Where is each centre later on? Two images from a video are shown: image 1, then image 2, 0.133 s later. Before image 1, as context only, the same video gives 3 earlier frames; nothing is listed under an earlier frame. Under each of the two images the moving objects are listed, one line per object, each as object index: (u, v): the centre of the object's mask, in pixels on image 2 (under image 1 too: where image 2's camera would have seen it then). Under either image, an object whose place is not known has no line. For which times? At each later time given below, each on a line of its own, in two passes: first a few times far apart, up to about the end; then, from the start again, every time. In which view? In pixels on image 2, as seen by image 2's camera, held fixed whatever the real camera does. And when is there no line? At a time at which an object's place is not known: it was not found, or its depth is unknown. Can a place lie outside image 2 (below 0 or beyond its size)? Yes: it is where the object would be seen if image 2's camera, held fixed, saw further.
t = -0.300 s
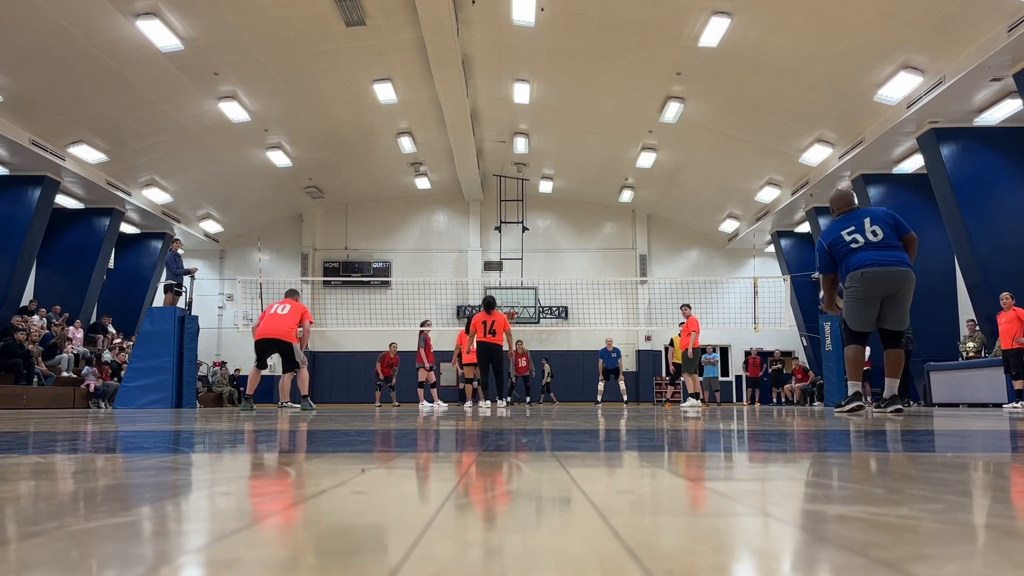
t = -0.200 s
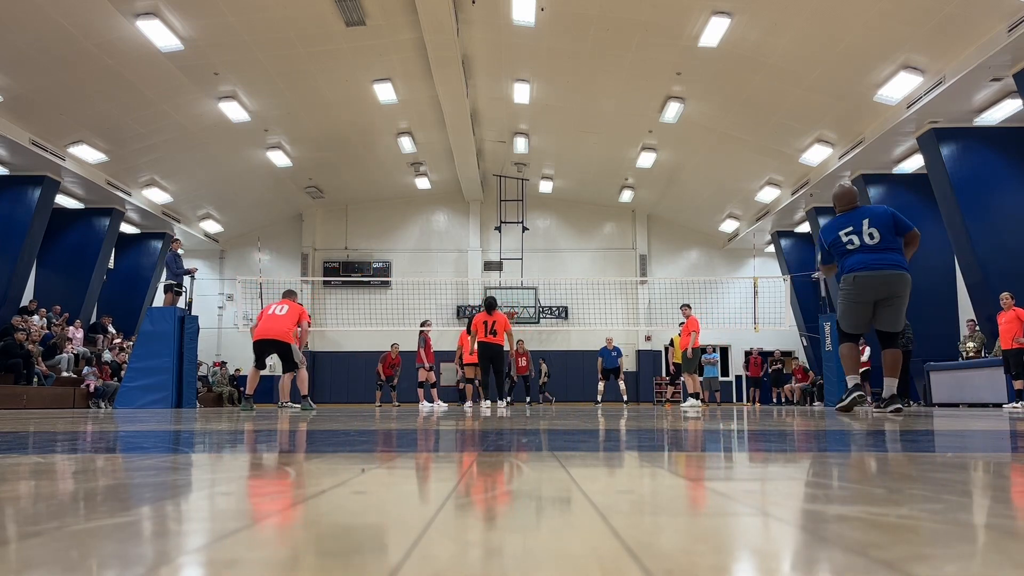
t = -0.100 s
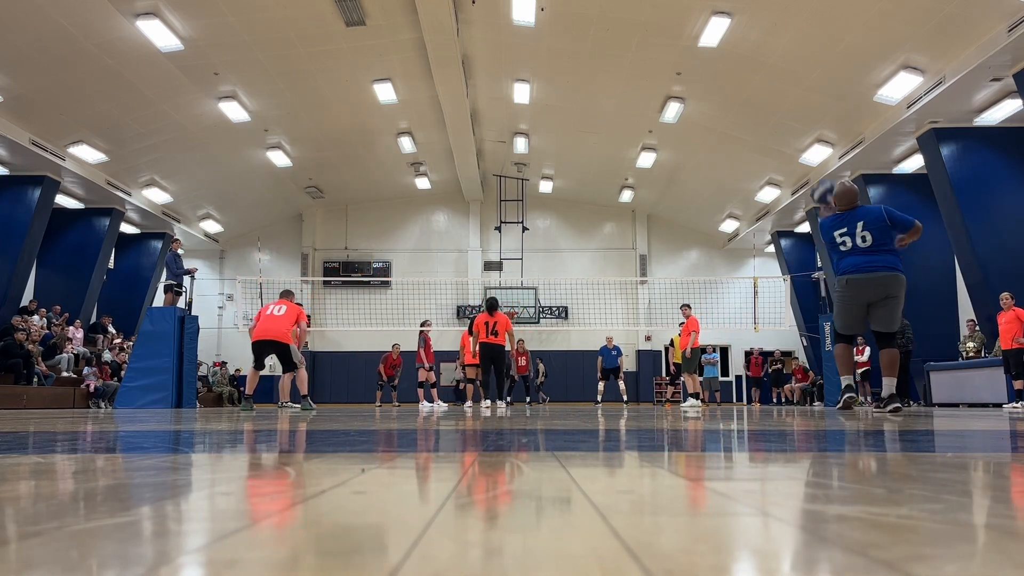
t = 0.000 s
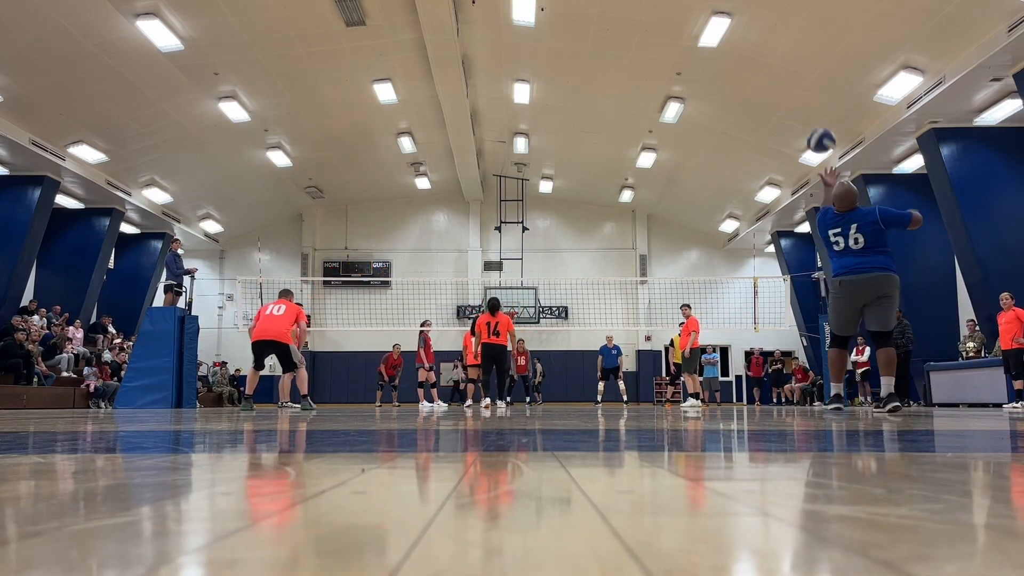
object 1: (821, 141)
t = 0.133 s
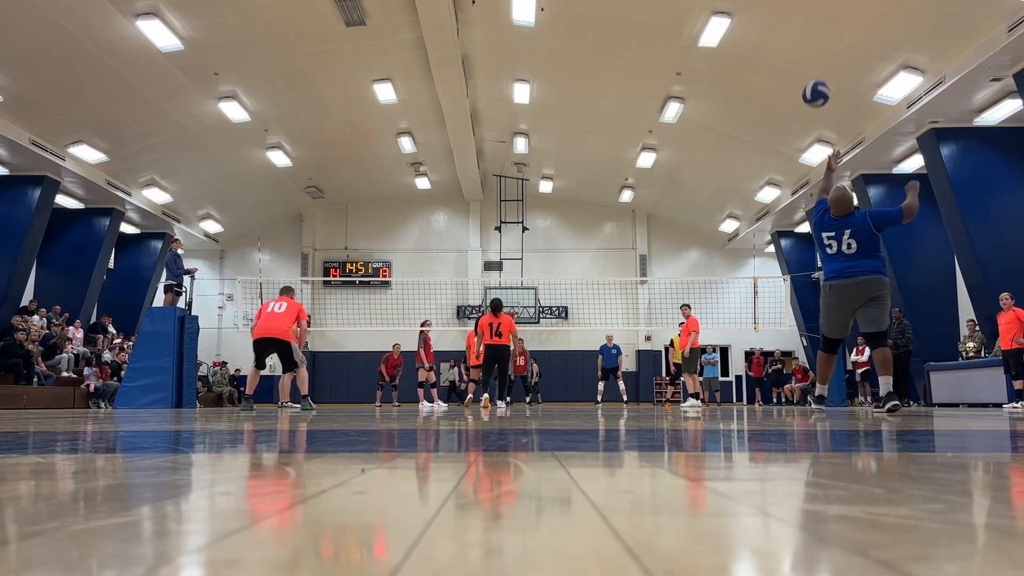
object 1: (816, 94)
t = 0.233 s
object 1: (813, 72)
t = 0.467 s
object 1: (808, 68)
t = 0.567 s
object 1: (807, 86)
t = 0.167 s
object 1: (815, 85)
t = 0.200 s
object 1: (814, 78)
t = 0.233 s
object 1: (813, 72)
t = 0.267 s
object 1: (812, 68)
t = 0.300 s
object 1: (811, 65)
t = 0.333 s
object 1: (811, 63)
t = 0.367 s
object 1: (810, 62)
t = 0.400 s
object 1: (809, 63)
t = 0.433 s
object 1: (809, 65)
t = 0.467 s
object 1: (808, 68)
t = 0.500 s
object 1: (808, 73)
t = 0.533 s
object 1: (807, 79)
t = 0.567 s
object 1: (807, 86)
